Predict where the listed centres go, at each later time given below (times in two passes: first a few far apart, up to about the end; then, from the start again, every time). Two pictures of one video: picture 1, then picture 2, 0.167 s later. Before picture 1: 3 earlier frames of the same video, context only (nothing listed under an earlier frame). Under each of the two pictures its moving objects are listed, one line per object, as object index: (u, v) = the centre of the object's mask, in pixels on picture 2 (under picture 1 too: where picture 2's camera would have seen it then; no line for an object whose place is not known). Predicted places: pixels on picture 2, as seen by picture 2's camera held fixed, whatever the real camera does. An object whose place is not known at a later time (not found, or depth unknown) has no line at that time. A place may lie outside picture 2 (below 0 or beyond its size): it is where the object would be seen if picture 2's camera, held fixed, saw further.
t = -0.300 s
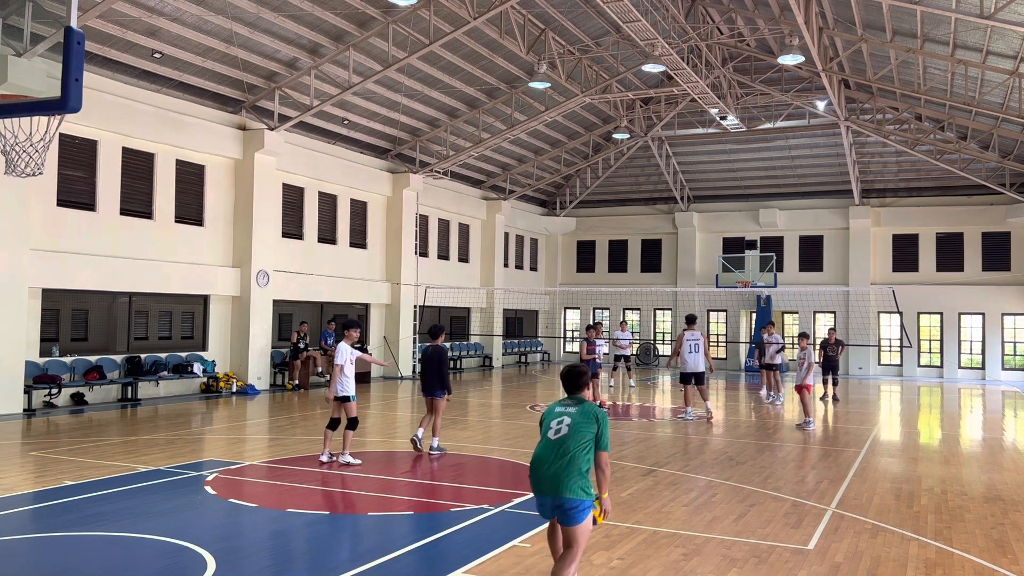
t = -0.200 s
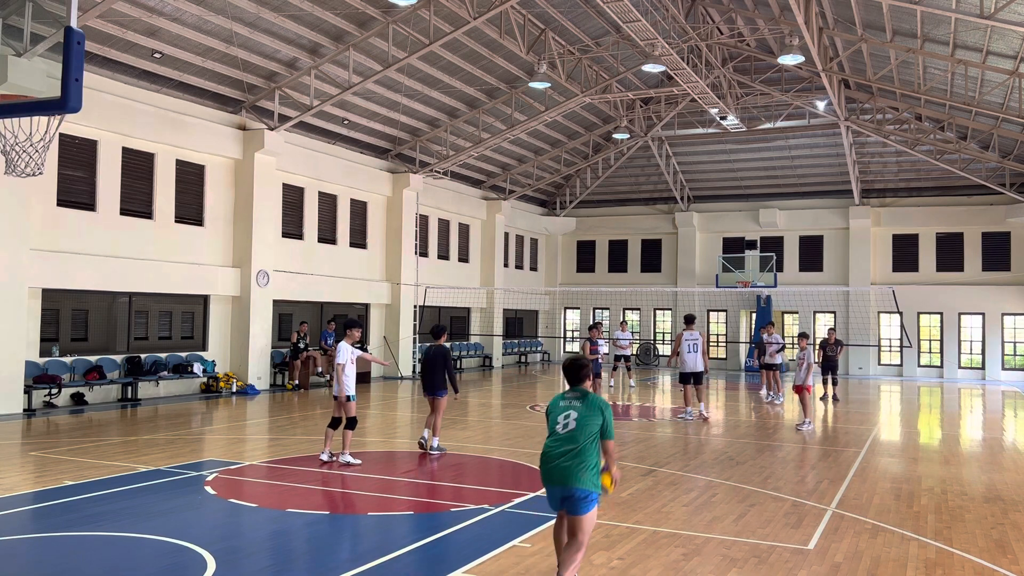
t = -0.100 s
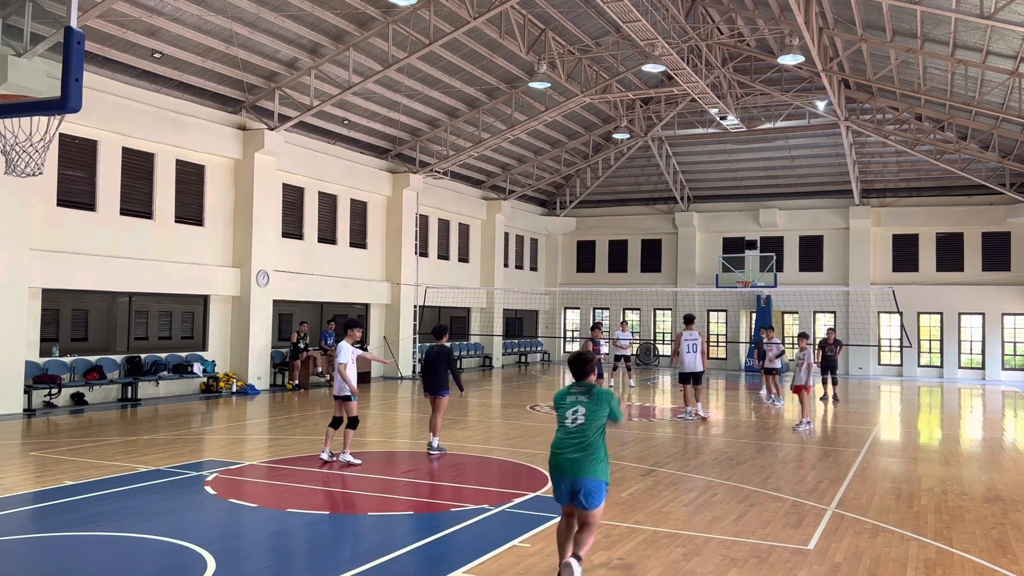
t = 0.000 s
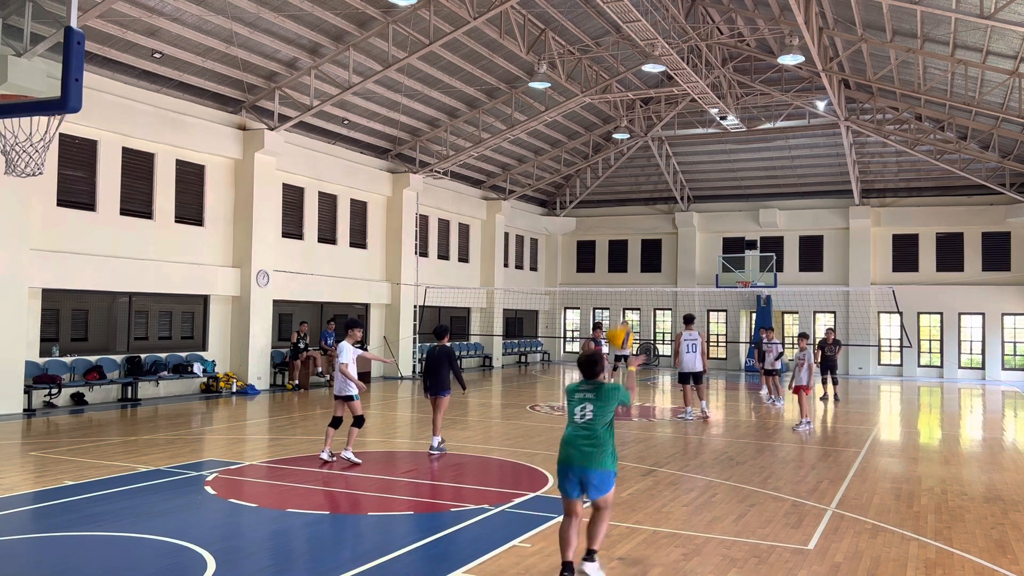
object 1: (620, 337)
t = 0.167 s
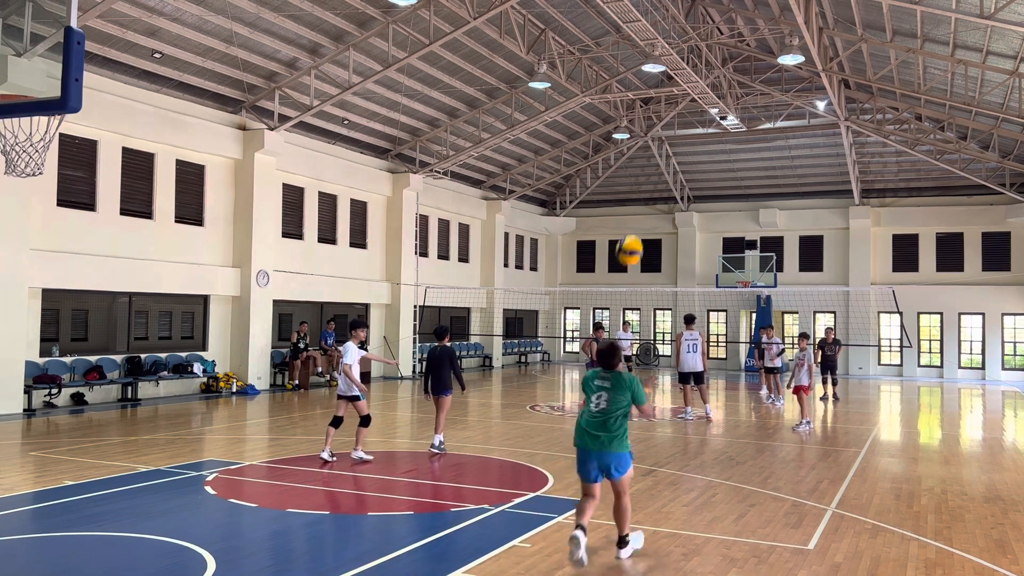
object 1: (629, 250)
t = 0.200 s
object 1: (631, 238)
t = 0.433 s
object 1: (644, 193)
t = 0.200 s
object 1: (631, 238)
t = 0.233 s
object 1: (634, 226)
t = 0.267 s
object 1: (635, 217)
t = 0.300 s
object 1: (637, 209)
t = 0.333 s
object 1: (639, 203)
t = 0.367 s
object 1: (641, 199)
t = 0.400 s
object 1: (642, 195)
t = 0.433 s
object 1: (644, 193)
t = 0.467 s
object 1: (645, 192)
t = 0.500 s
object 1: (647, 192)
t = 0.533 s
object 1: (649, 194)
